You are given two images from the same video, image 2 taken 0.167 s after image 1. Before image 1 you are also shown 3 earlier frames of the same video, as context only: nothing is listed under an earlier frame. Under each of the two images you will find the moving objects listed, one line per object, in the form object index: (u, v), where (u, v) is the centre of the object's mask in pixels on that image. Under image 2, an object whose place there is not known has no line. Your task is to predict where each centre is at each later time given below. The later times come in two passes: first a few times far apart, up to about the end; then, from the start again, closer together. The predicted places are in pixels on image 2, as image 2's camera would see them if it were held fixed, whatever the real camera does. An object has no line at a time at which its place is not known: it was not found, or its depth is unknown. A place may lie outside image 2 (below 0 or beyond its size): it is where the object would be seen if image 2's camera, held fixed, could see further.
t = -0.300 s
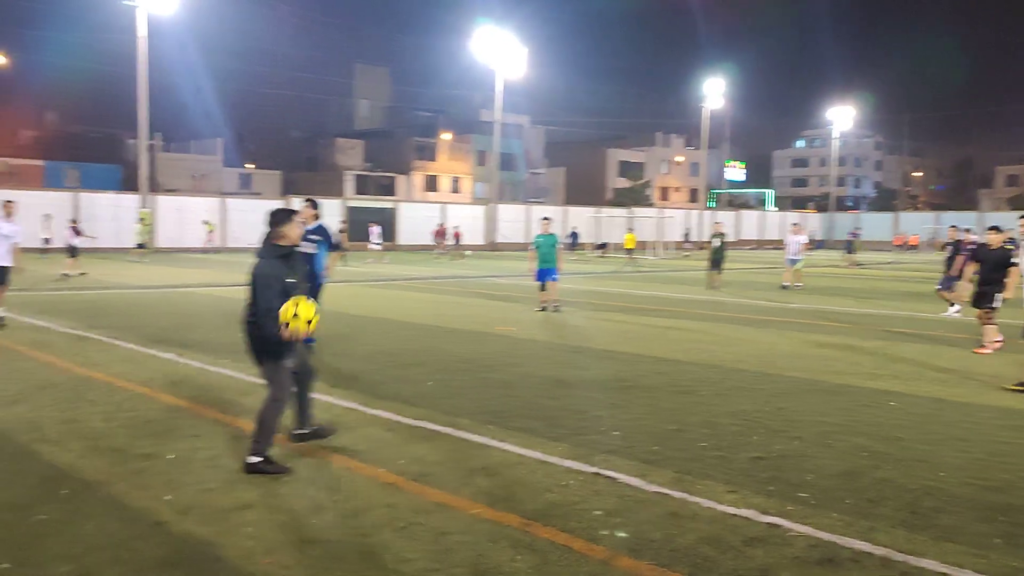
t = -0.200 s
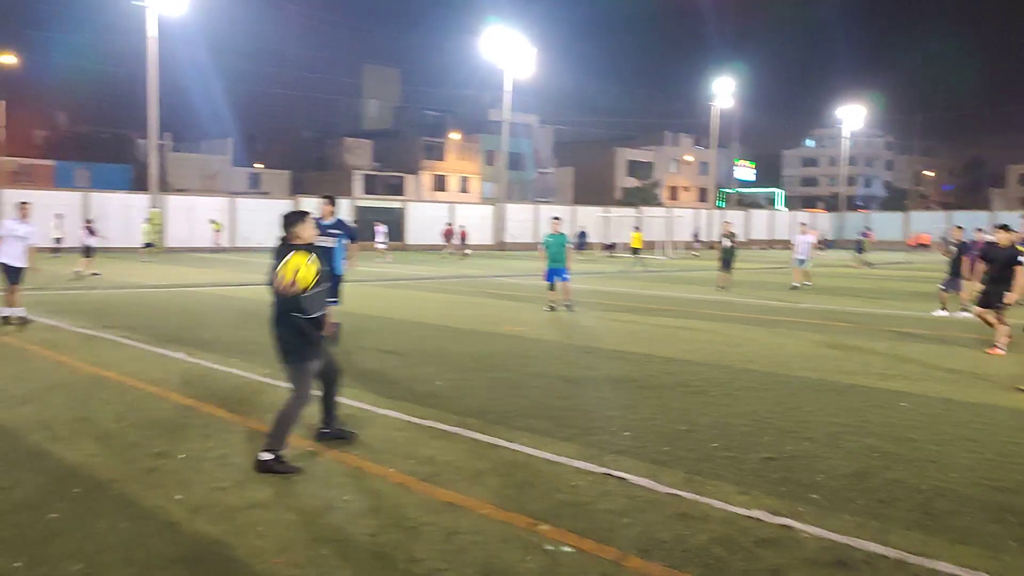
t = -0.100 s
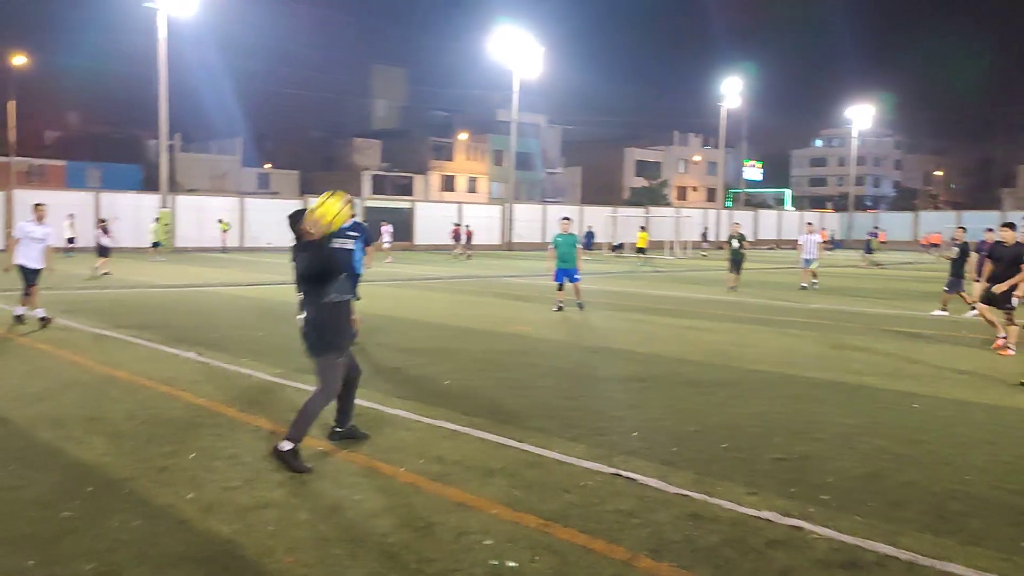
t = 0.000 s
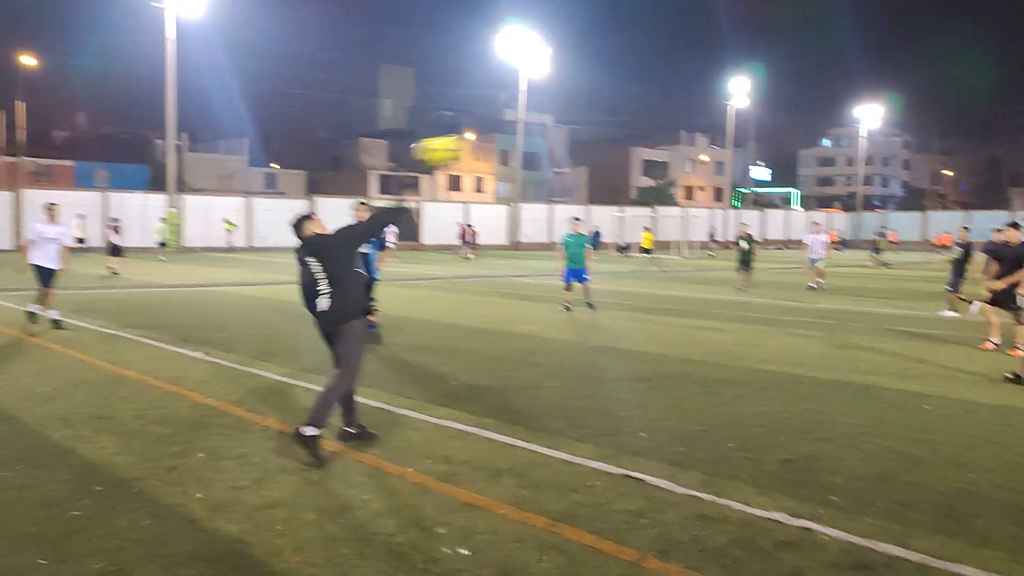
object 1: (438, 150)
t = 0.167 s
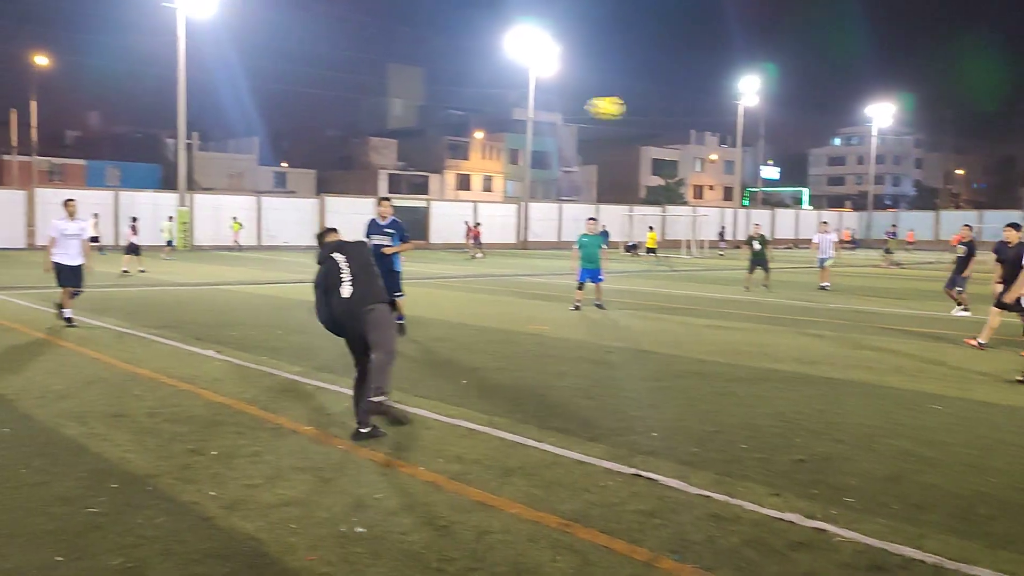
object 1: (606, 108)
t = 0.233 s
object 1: (650, 103)
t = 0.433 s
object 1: (745, 113)
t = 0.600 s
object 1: (798, 137)
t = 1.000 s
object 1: (869, 224)
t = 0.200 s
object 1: (629, 105)
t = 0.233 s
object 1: (650, 103)
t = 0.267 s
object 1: (669, 103)
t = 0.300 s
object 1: (687, 103)
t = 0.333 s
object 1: (703, 104)
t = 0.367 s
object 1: (718, 106)
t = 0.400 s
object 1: (731, 109)
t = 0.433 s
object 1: (745, 113)
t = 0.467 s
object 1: (757, 116)
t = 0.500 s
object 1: (769, 121)
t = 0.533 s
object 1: (779, 125)
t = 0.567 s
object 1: (789, 131)
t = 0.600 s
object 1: (798, 137)
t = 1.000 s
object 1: (869, 224)
